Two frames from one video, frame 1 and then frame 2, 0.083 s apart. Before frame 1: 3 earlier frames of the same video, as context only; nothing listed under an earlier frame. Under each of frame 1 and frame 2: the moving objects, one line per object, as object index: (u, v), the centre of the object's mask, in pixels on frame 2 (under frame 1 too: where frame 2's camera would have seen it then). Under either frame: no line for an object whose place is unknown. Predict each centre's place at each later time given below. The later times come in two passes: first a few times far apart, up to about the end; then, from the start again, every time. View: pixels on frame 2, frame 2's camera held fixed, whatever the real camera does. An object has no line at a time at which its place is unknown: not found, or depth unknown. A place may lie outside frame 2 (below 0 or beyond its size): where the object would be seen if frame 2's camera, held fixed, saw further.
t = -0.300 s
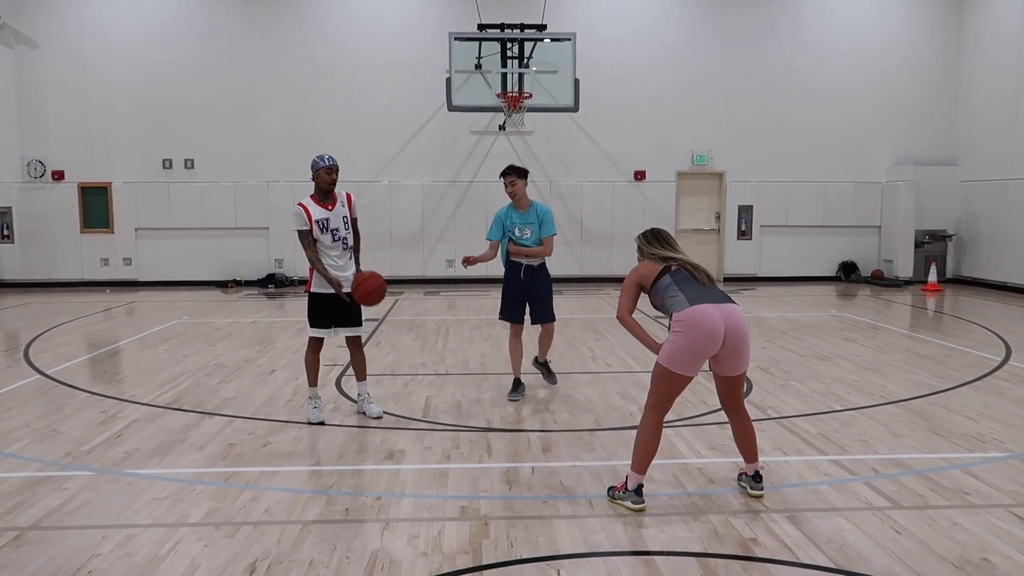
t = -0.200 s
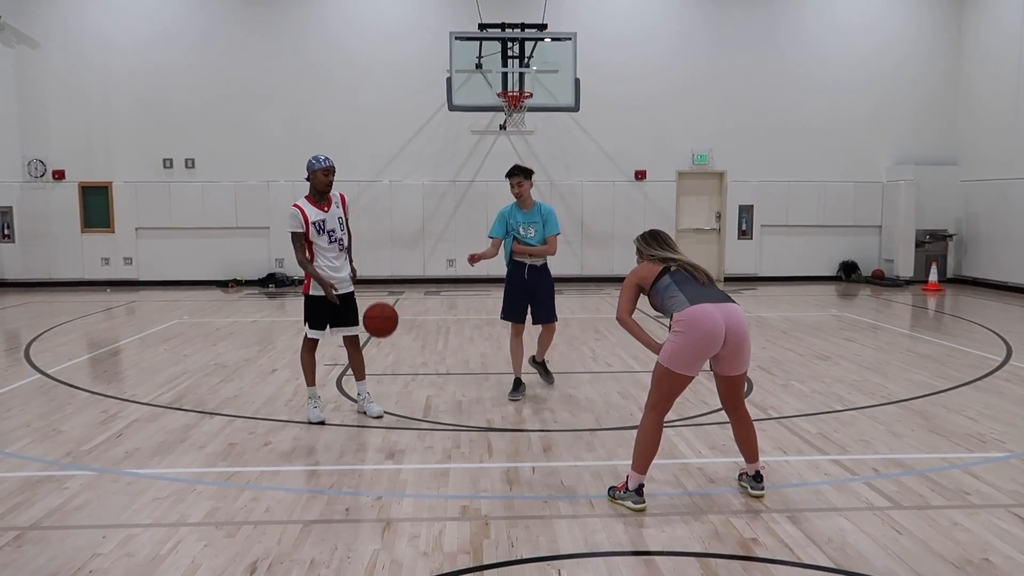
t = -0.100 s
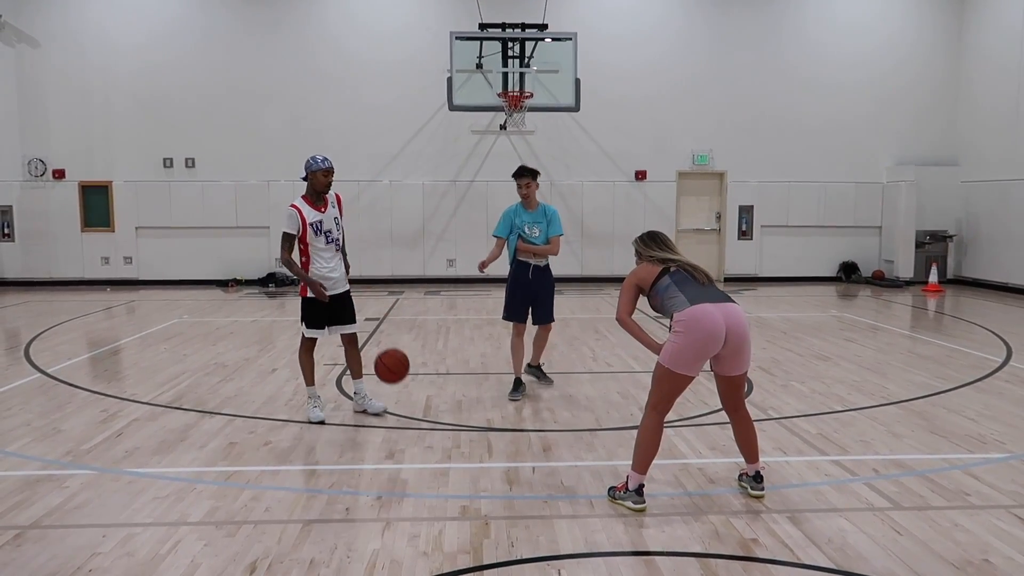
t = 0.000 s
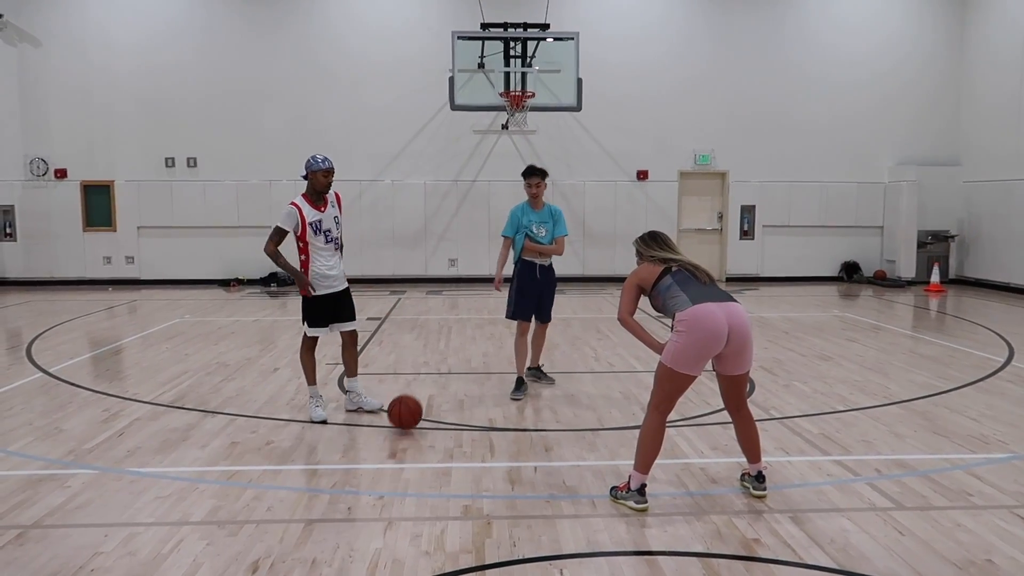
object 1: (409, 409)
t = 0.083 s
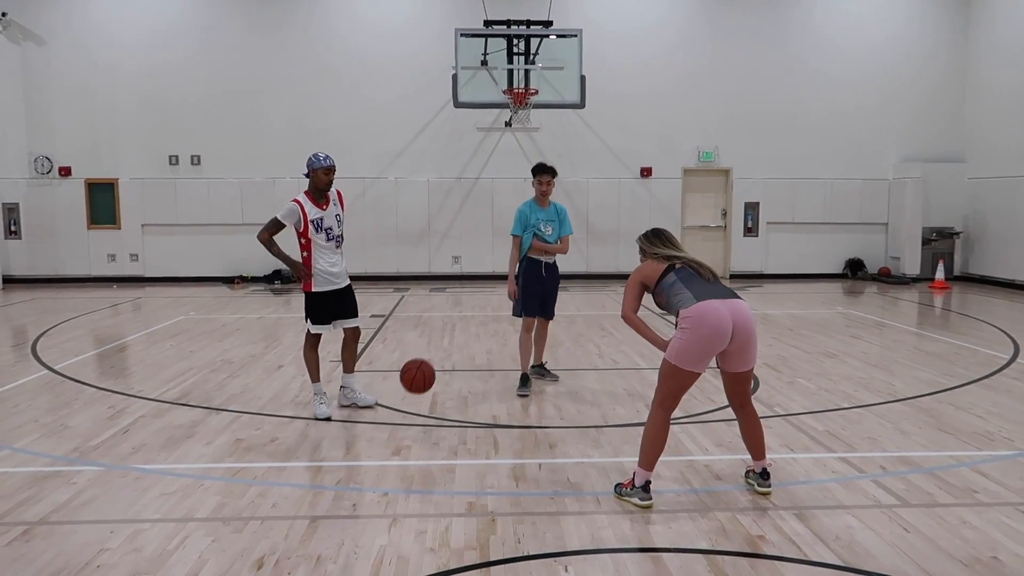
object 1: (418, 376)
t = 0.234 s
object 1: (434, 340)
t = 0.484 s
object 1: (462, 352)
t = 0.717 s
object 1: (489, 406)
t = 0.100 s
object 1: (419, 370)
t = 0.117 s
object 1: (421, 365)
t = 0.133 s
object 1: (423, 361)
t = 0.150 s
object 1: (425, 356)
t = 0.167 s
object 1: (426, 352)
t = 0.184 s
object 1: (428, 349)
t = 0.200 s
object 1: (430, 345)
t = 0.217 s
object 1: (432, 343)
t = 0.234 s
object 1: (434, 340)
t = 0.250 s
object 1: (436, 338)
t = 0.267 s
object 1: (438, 336)
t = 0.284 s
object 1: (439, 335)
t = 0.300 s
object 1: (441, 334)
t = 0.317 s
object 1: (443, 334)
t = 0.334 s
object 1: (445, 334)
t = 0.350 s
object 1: (447, 334)
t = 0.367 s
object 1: (449, 335)
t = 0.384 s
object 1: (451, 336)
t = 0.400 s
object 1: (453, 338)
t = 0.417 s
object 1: (455, 340)
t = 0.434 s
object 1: (457, 342)
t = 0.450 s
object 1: (458, 345)
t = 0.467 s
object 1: (460, 348)
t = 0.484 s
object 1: (462, 352)
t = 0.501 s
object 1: (464, 356)
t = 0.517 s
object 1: (466, 360)
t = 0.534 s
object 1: (468, 365)
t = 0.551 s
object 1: (470, 370)
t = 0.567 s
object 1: (472, 376)
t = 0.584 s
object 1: (474, 382)
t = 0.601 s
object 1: (476, 389)
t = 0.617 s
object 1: (478, 396)
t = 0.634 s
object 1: (480, 403)
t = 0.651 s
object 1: (482, 410)
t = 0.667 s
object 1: (484, 419)
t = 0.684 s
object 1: (485, 417)
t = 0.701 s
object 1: (487, 411)
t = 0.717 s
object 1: (489, 406)
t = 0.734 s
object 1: (491, 401)
